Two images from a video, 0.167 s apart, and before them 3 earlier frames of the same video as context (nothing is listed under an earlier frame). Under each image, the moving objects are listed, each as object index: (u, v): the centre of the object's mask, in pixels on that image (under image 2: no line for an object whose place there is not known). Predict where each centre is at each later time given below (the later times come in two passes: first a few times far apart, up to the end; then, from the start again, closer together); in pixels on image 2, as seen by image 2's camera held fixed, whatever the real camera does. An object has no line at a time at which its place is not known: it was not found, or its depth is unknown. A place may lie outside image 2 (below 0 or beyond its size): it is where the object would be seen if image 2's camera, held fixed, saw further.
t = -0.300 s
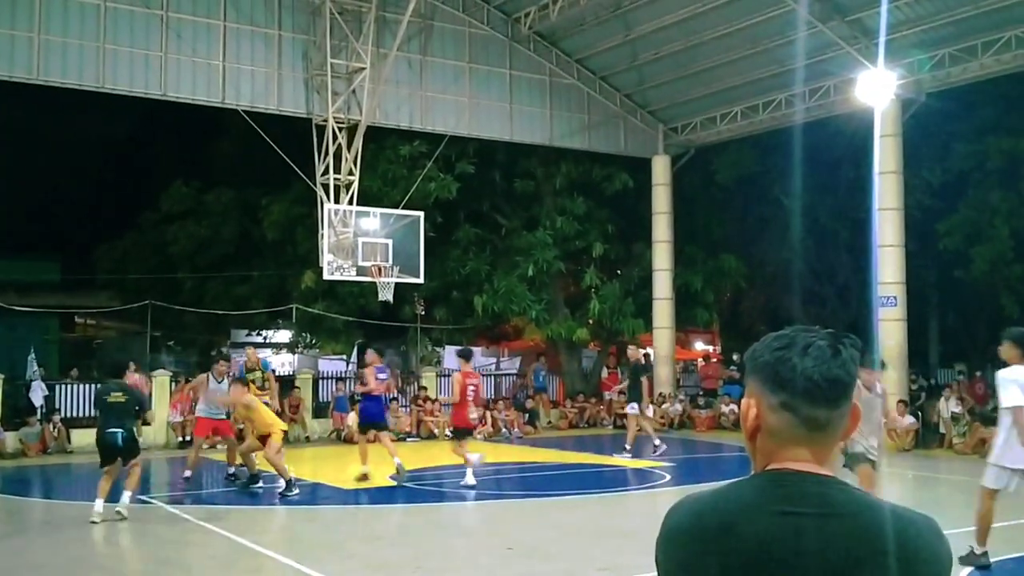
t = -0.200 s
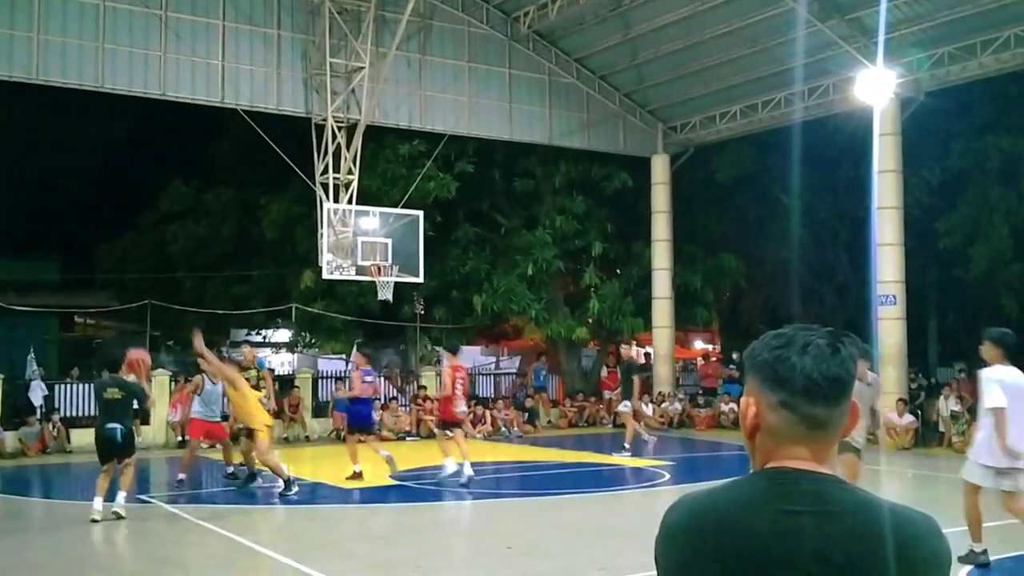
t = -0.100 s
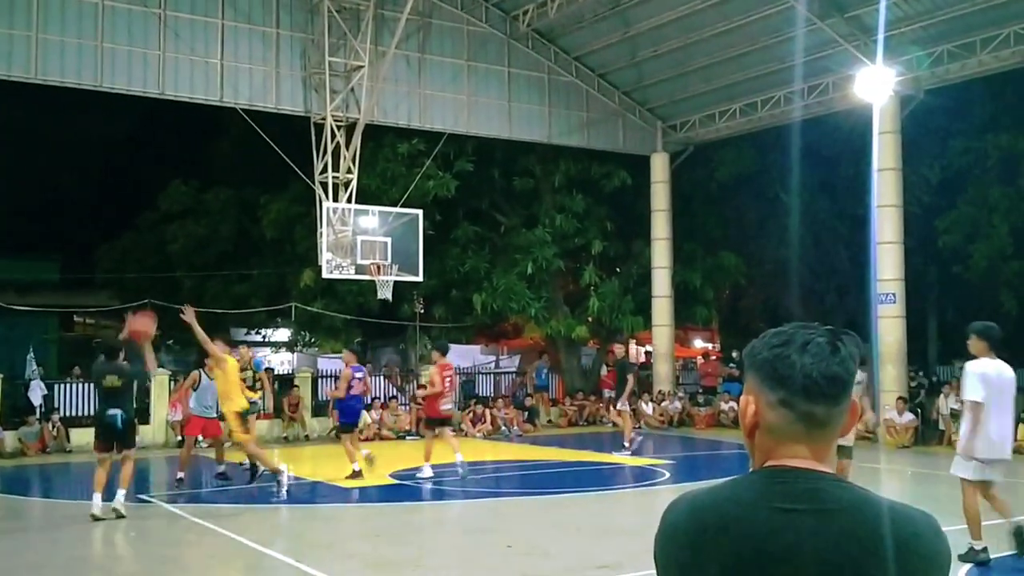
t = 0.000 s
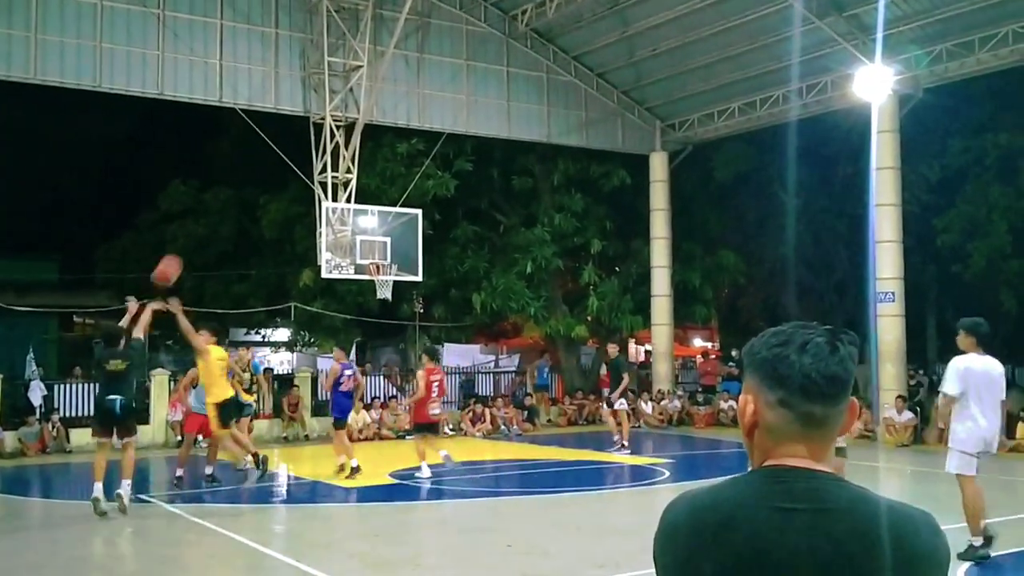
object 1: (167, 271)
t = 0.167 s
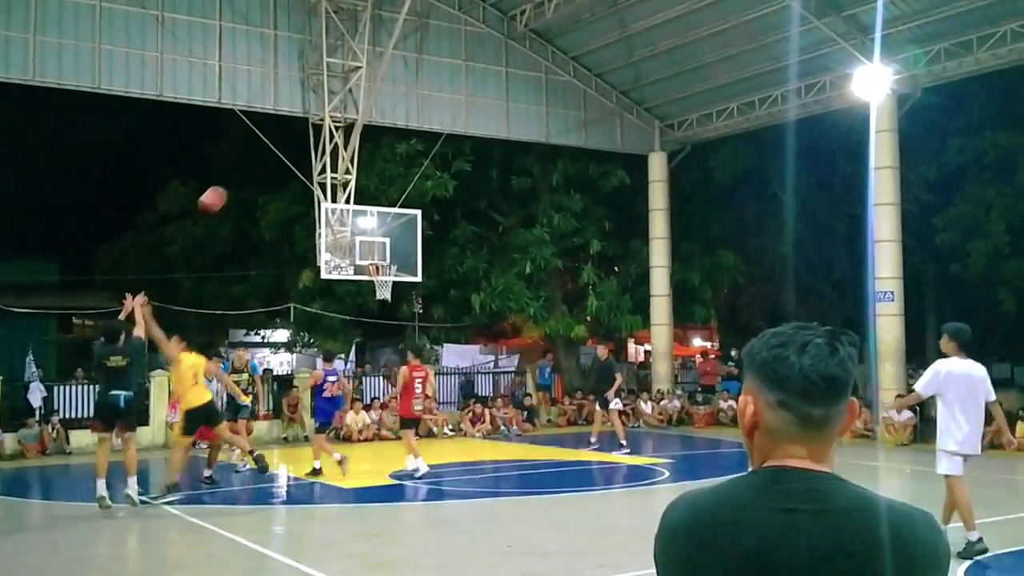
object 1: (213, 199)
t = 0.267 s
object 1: (237, 172)
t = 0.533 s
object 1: (291, 144)
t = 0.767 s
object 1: (330, 161)
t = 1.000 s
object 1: (365, 208)
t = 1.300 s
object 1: (384, 266)
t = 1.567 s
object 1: (387, 277)
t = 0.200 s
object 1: (221, 189)
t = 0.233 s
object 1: (229, 180)
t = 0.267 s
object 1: (237, 172)
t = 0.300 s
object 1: (244, 164)
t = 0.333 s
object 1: (251, 159)
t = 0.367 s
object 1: (258, 154)
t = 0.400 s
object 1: (266, 150)
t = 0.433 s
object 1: (273, 147)
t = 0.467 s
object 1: (279, 145)
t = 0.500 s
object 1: (285, 144)
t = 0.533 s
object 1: (291, 144)
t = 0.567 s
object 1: (297, 144)
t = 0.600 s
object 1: (303, 145)
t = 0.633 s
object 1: (308, 147)
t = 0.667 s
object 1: (314, 150)
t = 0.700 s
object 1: (319, 153)
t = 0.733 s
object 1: (325, 157)
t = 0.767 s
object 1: (330, 161)
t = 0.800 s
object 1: (334, 165)
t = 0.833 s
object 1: (341, 173)
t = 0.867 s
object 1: (345, 179)
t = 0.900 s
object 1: (349, 185)
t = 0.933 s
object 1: (356, 194)
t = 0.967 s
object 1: (360, 199)
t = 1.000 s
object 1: (365, 208)
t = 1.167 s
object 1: (382, 253)
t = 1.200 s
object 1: (382, 259)
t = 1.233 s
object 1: (382, 260)
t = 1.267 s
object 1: (381, 262)
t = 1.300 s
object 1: (384, 266)
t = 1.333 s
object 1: (381, 267)
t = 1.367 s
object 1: (384, 272)
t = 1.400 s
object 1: (386, 277)
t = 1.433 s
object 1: (387, 277)
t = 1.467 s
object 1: (384, 277)
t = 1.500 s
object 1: (386, 280)
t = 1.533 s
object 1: (387, 278)
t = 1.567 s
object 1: (387, 277)
